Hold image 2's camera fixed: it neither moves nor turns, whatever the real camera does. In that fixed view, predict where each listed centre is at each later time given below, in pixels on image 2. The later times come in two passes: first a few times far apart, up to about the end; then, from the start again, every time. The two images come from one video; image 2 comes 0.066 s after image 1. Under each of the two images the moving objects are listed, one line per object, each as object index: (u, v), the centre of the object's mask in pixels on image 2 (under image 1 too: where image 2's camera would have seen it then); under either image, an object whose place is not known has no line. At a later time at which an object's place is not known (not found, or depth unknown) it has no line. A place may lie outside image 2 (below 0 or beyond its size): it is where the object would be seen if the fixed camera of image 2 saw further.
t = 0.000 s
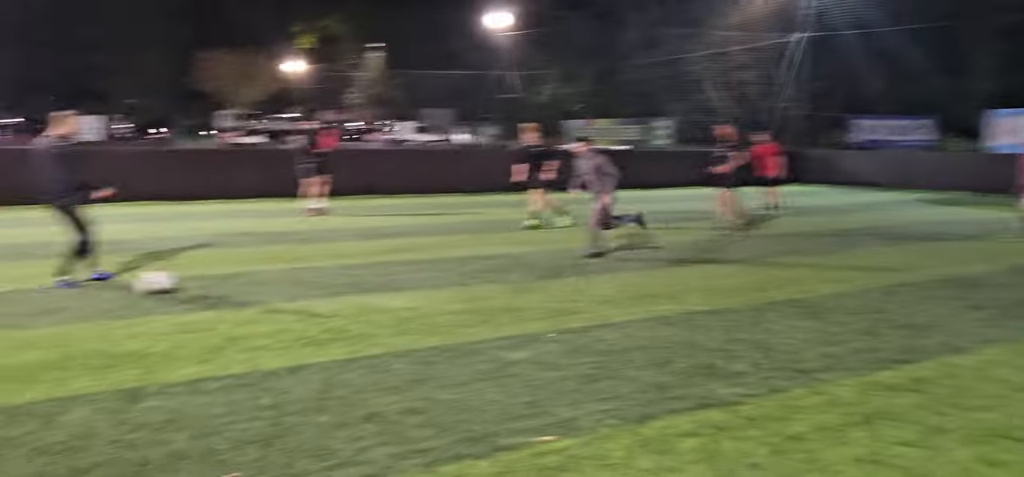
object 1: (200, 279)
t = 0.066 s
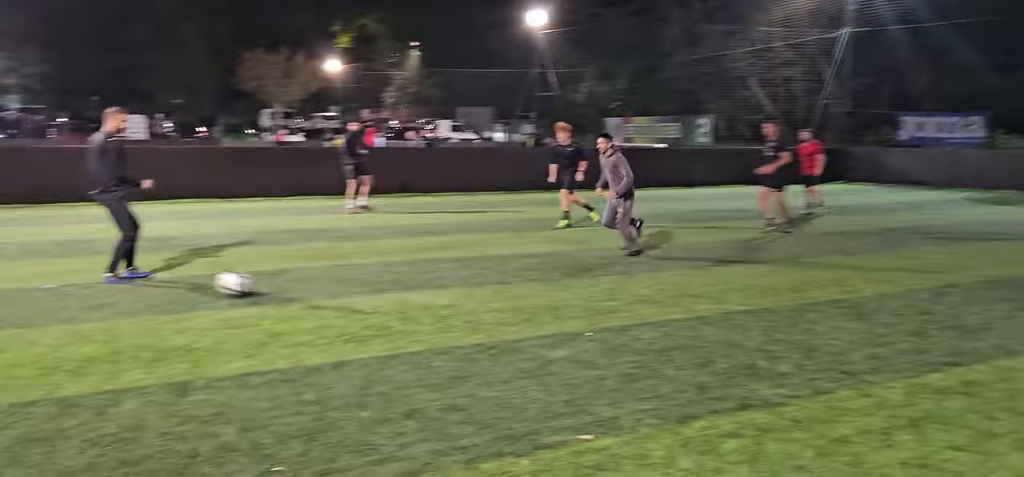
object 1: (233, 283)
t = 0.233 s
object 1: (324, 312)
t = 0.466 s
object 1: (484, 363)
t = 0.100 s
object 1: (250, 287)
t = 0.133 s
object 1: (267, 293)
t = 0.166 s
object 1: (284, 301)
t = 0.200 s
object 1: (304, 309)
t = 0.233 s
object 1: (324, 312)
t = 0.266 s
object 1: (344, 317)
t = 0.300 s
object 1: (366, 324)
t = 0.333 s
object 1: (387, 333)
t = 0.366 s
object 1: (411, 345)
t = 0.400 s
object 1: (434, 352)
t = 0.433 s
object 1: (458, 356)
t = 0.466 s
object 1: (484, 363)
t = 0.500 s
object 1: (510, 374)
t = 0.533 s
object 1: (540, 388)
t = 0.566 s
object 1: (572, 404)
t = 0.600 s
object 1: (603, 413)
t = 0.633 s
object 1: (634, 426)
